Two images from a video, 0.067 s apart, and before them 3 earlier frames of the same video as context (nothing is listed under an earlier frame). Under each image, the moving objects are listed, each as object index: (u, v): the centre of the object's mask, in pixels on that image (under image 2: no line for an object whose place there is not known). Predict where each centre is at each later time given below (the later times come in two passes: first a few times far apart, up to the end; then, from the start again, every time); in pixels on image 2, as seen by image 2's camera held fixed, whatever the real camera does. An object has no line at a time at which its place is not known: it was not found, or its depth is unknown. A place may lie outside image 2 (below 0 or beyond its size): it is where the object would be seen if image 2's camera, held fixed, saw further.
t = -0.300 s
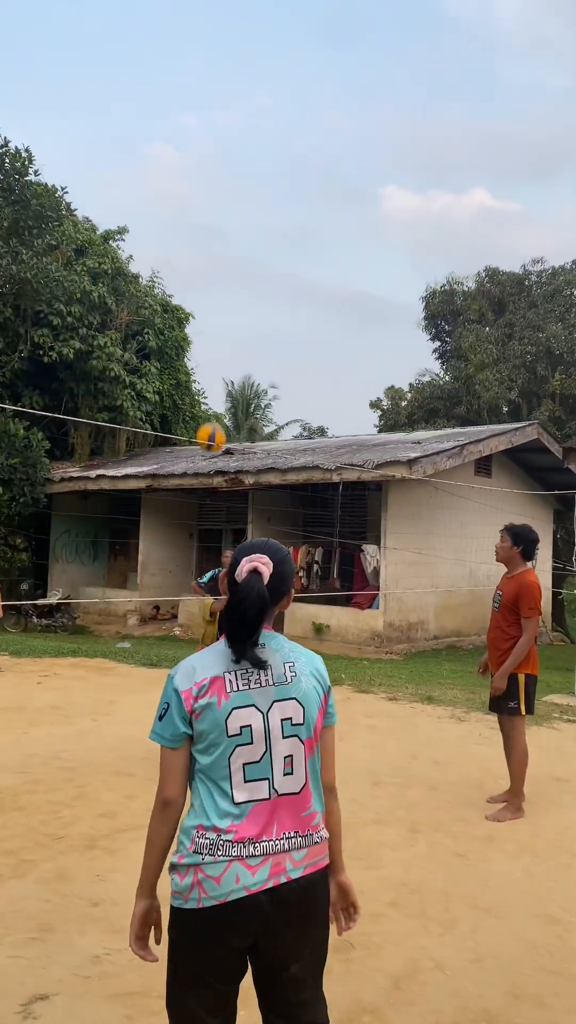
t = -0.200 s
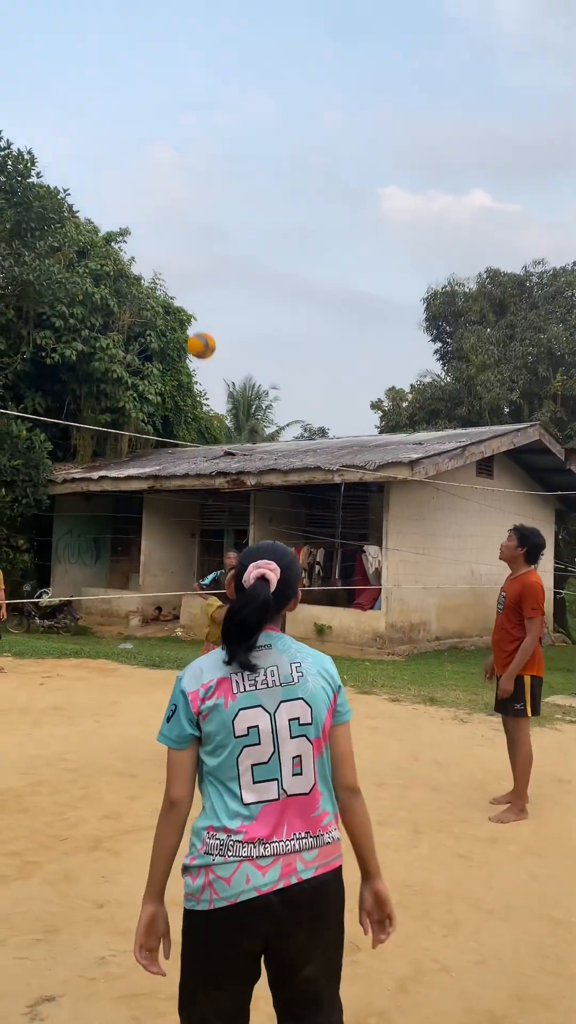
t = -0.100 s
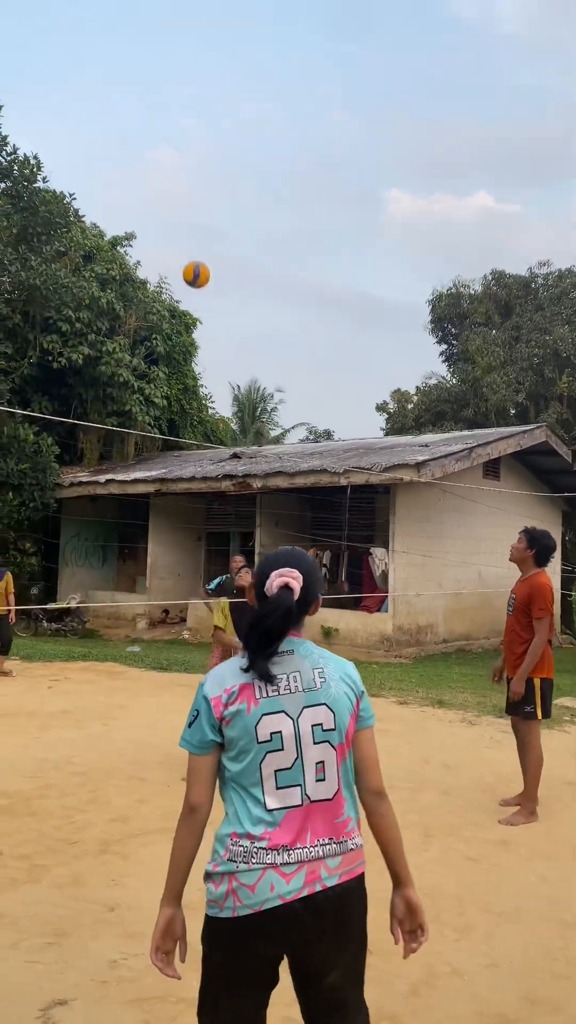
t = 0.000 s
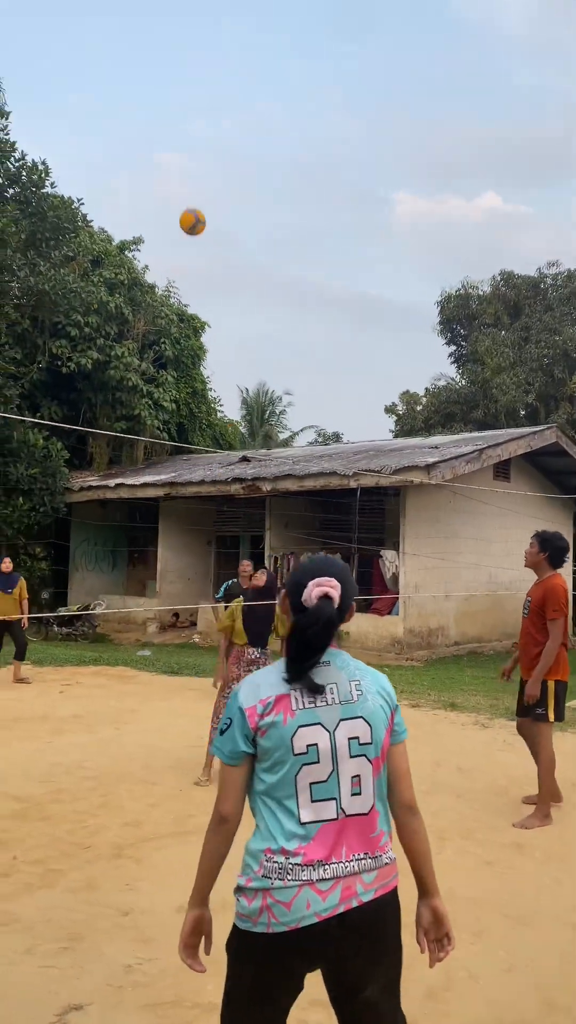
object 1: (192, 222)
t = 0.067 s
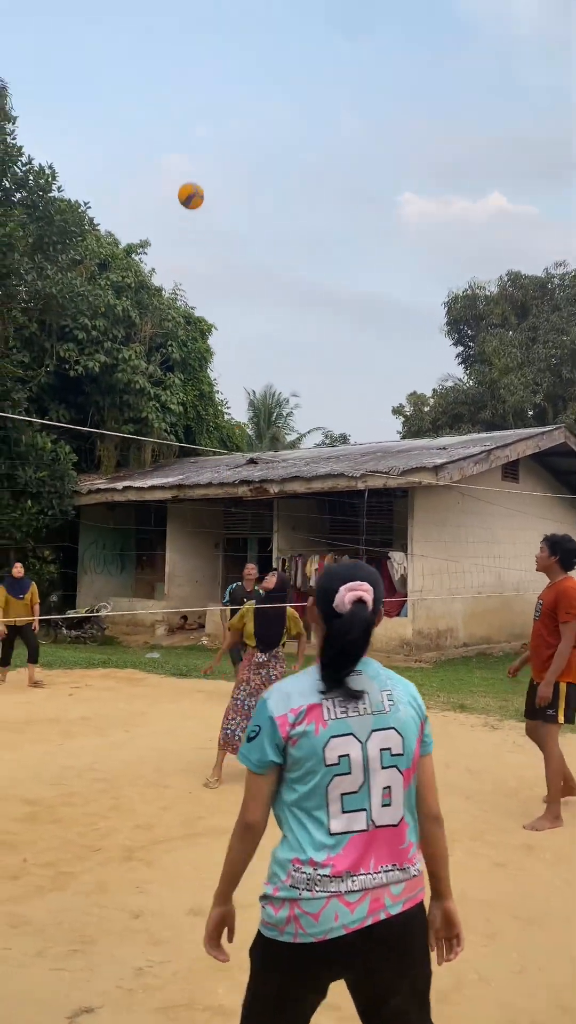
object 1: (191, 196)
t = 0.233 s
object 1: (171, 152)
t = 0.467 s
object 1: (144, 148)
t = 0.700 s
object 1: (120, 199)
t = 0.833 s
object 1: (110, 248)
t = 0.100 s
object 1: (187, 184)
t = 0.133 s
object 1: (183, 174)
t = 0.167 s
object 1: (179, 165)
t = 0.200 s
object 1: (175, 158)
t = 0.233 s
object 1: (171, 152)
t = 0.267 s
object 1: (167, 148)
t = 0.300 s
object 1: (163, 145)
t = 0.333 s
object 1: (159, 143)
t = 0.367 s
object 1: (155, 143)
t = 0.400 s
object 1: (152, 143)
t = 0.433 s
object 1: (148, 145)
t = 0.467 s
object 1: (144, 148)
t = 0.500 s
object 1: (141, 153)
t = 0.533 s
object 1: (137, 158)
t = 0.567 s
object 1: (134, 164)
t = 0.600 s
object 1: (130, 171)
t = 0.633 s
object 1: (127, 180)
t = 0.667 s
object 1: (124, 189)
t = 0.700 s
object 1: (120, 199)
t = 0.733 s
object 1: (118, 210)
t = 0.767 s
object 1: (115, 223)
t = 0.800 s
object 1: (112, 236)
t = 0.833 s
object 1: (110, 248)
